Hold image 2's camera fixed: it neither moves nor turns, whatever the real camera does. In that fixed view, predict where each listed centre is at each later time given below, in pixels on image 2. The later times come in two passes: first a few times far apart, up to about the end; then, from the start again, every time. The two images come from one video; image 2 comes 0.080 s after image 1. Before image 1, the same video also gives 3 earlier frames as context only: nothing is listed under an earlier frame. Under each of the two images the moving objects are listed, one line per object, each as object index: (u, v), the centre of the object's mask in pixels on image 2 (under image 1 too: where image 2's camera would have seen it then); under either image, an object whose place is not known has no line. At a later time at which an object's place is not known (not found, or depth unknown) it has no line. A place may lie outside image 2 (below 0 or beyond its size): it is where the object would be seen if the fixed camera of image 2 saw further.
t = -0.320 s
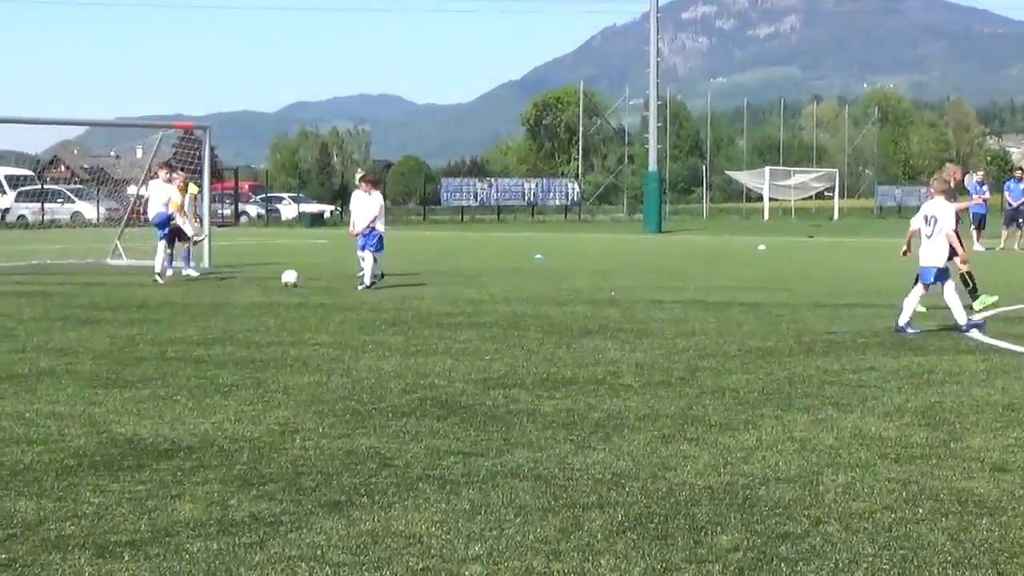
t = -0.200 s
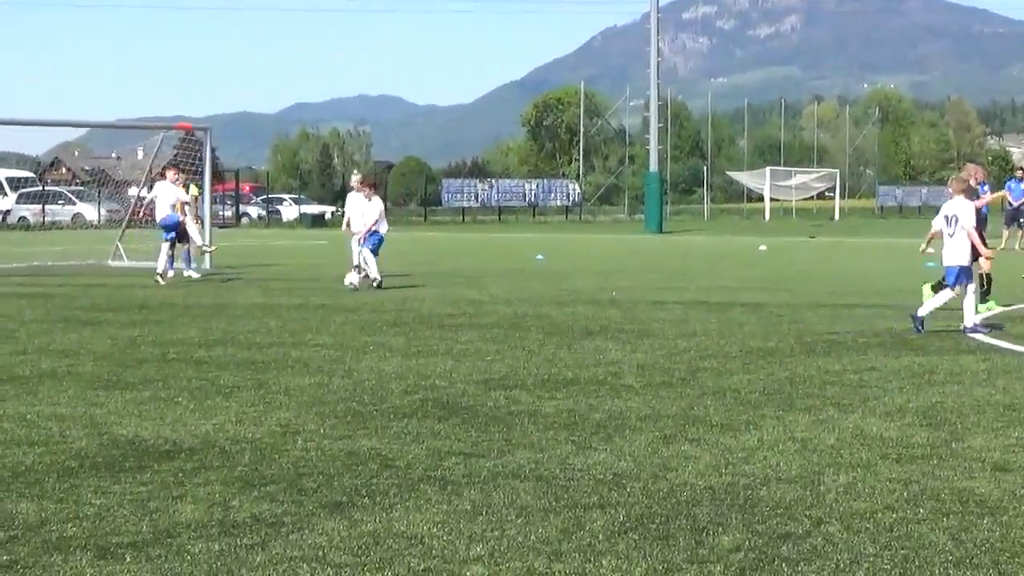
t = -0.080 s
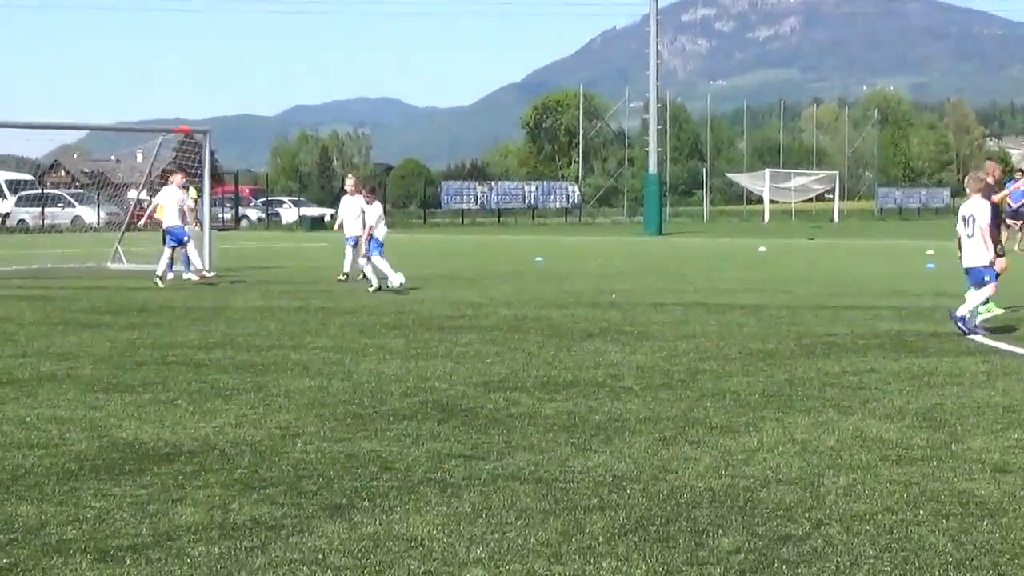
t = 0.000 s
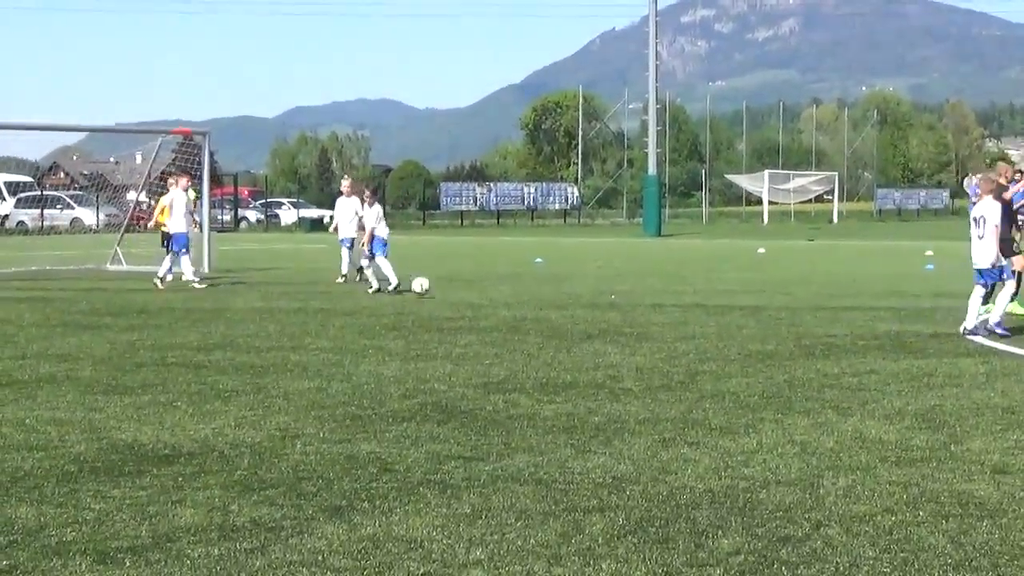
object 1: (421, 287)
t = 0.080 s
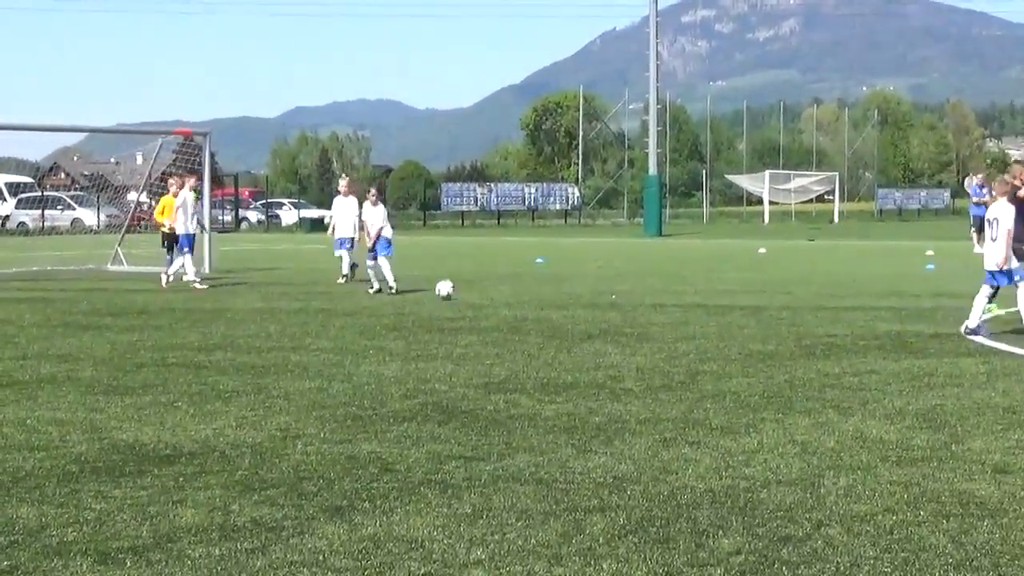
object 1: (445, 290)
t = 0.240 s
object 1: (491, 291)
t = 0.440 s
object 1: (552, 295)
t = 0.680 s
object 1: (625, 302)
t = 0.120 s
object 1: (455, 289)
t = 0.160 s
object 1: (467, 290)
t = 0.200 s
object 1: (479, 292)
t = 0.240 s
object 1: (491, 291)
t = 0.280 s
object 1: (503, 293)
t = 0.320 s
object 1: (516, 293)
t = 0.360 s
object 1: (528, 294)
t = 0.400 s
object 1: (540, 295)
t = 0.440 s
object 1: (552, 295)
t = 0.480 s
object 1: (564, 295)
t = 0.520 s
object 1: (576, 296)
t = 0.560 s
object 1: (589, 298)
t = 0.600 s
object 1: (601, 299)
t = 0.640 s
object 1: (613, 300)
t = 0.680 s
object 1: (625, 302)
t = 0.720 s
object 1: (636, 302)
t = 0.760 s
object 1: (648, 302)
